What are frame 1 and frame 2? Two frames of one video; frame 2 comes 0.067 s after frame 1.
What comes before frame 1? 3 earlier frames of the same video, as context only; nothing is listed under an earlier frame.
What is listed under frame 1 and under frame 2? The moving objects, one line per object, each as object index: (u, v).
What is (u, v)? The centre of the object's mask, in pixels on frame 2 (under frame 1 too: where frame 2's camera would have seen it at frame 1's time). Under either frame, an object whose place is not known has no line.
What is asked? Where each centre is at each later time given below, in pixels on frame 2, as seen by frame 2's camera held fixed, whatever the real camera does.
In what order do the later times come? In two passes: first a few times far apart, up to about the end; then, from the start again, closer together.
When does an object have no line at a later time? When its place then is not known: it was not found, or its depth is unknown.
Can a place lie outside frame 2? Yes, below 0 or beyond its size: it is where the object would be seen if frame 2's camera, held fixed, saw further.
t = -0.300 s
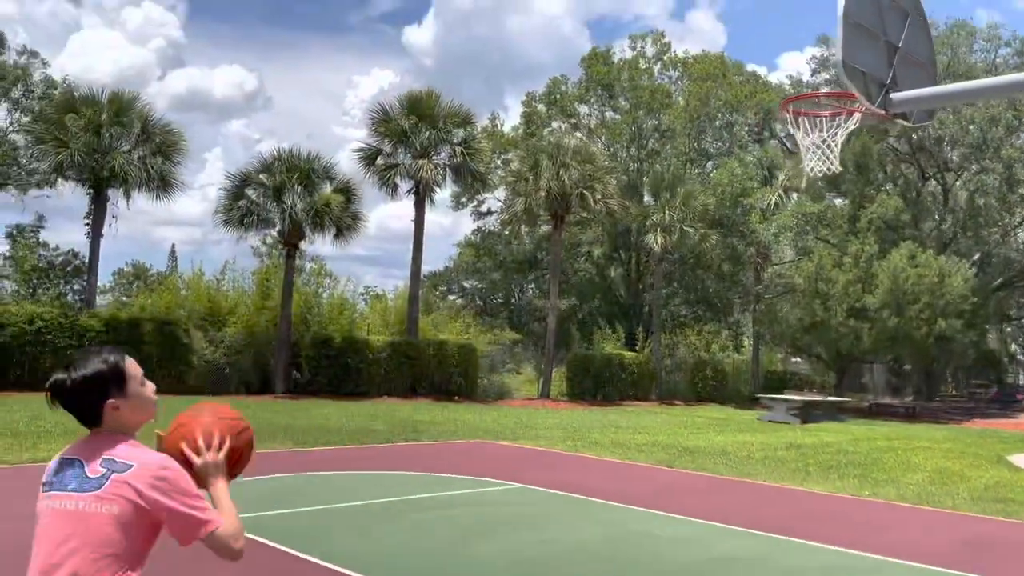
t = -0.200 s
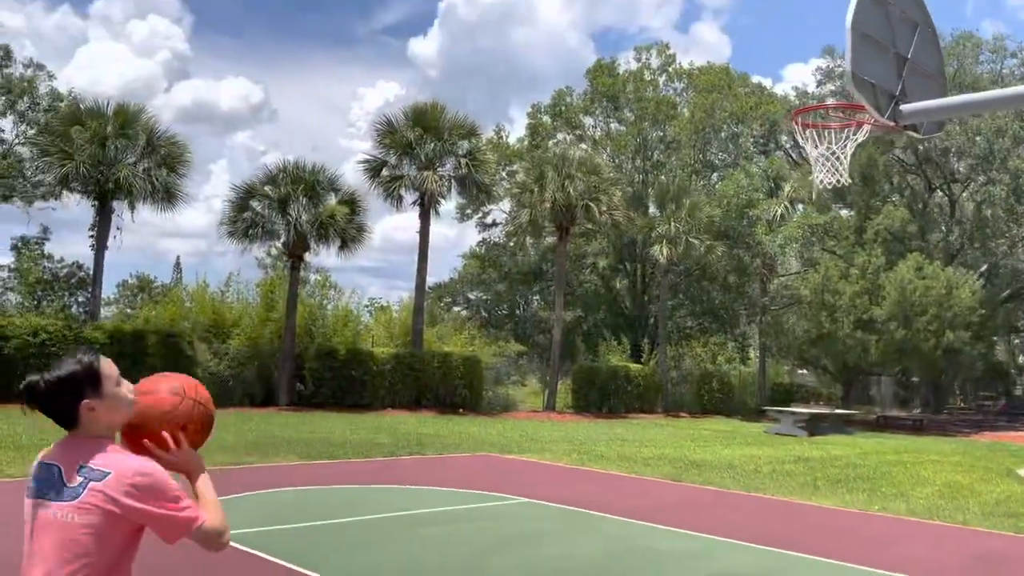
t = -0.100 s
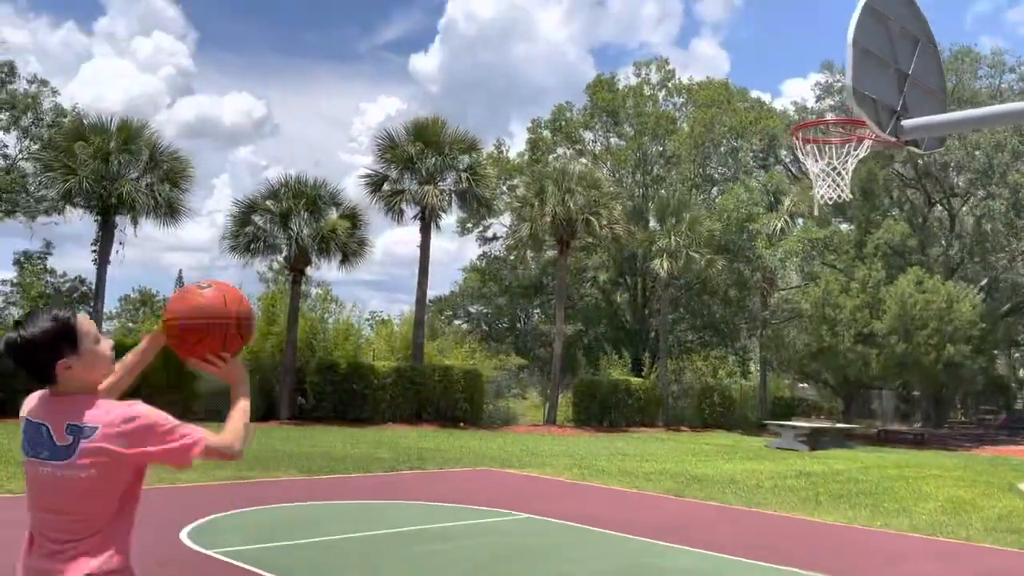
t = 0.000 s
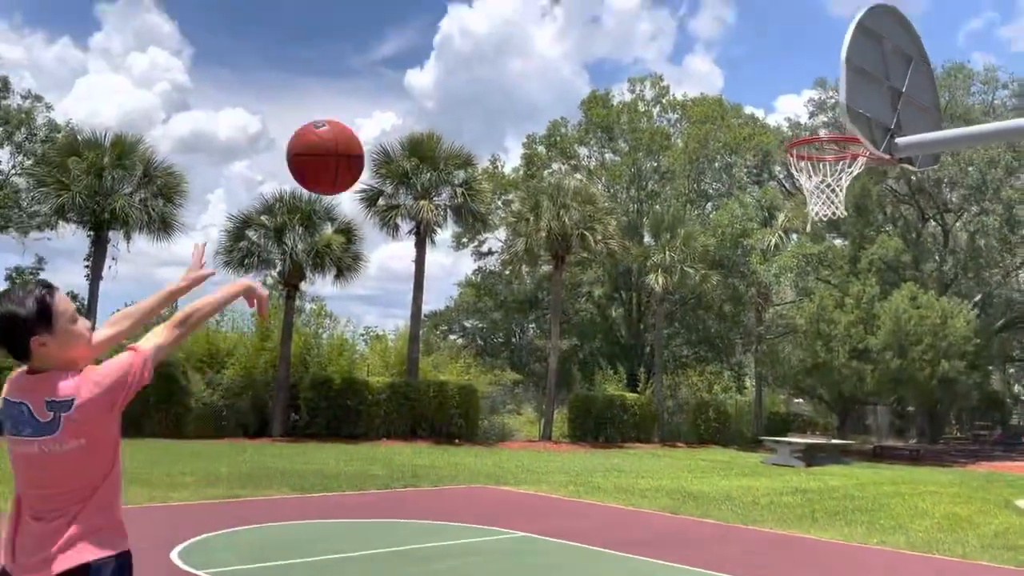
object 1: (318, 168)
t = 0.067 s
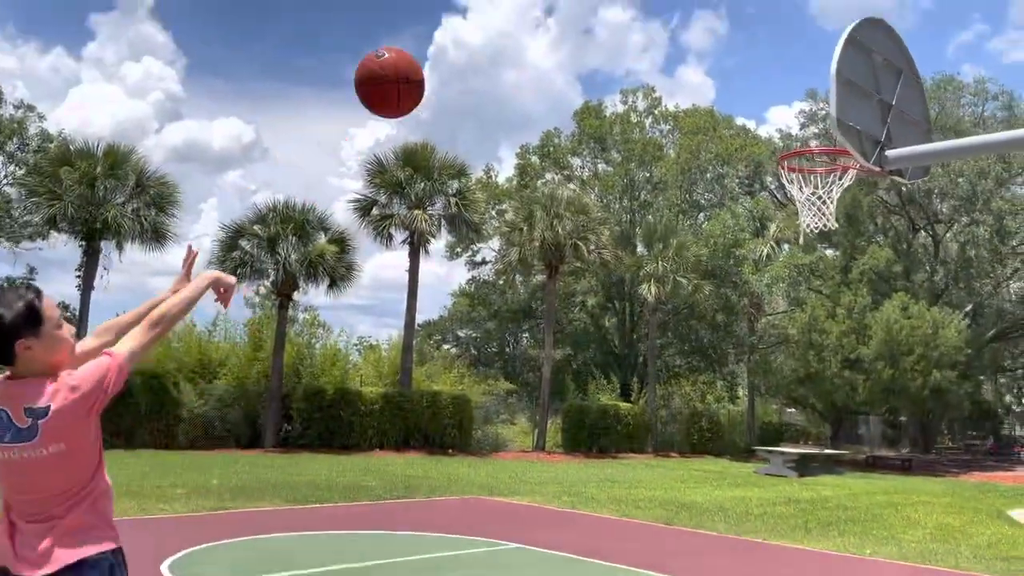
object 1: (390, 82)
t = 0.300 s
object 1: (568, -31)
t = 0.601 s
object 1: (700, -34)
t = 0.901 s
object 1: (787, 112)
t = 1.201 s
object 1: (827, 265)
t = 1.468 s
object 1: (851, 445)
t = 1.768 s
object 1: (866, 494)
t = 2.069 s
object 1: (874, 363)
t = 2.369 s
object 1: (886, 339)
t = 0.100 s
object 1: (421, 50)
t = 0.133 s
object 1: (450, 21)
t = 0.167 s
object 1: (478, 5)
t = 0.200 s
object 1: (503, -7)
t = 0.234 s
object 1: (526, -16)
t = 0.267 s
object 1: (548, -24)
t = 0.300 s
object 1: (568, -31)
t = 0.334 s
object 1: (585, -37)
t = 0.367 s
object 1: (602, -41)
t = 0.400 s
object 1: (618, -45)
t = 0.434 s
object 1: (634, -47)
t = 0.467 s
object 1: (648, -48)
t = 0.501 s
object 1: (662, -47)
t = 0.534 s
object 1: (675, -46)
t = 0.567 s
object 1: (688, -43)
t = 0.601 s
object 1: (700, -34)
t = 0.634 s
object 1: (712, -23)
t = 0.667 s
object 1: (722, -10)
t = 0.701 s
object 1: (733, 4)
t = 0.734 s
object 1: (743, 19)
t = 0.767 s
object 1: (752, 36)
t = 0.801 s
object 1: (762, 53)
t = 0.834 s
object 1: (770, 71)
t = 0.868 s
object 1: (779, 91)
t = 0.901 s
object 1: (787, 112)
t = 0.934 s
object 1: (795, 132)
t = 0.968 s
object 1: (802, 157)
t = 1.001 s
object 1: (806, 166)
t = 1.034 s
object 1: (808, 179)
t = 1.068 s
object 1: (814, 191)
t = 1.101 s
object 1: (818, 203)
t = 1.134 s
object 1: (822, 230)
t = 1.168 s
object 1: (824, 246)
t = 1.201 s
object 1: (827, 265)
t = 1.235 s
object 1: (830, 283)
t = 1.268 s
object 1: (833, 304)
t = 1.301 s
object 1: (836, 325)
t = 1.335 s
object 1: (840, 348)
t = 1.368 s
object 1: (841, 370)
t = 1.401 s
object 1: (844, 395)
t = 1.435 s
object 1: (847, 420)
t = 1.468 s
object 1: (851, 445)
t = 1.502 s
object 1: (852, 472)
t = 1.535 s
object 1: (854, 499)
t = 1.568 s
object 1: (857, 527)
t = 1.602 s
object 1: (859, 551)
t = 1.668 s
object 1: (862, 561)
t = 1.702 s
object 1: (863, 541)
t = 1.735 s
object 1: (864, 516)
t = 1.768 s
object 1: (866, 494)
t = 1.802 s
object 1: (866, 473)
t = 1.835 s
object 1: (868, 454)
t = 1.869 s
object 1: (868, 436)
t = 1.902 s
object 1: (870, 420)
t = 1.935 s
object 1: (871, 406)
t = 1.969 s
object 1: (871, 394)
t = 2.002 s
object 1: (872, 382)
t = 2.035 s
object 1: (873, 371)
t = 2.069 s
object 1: (874, 363)
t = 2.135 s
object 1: (876, 349)
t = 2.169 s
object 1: (878, 344)
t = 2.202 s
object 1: (879, 341)
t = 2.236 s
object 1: (880, 339)
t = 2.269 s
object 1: (883, 337)
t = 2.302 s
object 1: (883, 338)
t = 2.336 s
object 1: (884, 338)
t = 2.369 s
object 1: (886, 339)
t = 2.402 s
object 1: (888, 345)
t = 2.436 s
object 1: (889, 348)
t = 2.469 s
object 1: (890, 351)
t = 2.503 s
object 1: (892, 357)
